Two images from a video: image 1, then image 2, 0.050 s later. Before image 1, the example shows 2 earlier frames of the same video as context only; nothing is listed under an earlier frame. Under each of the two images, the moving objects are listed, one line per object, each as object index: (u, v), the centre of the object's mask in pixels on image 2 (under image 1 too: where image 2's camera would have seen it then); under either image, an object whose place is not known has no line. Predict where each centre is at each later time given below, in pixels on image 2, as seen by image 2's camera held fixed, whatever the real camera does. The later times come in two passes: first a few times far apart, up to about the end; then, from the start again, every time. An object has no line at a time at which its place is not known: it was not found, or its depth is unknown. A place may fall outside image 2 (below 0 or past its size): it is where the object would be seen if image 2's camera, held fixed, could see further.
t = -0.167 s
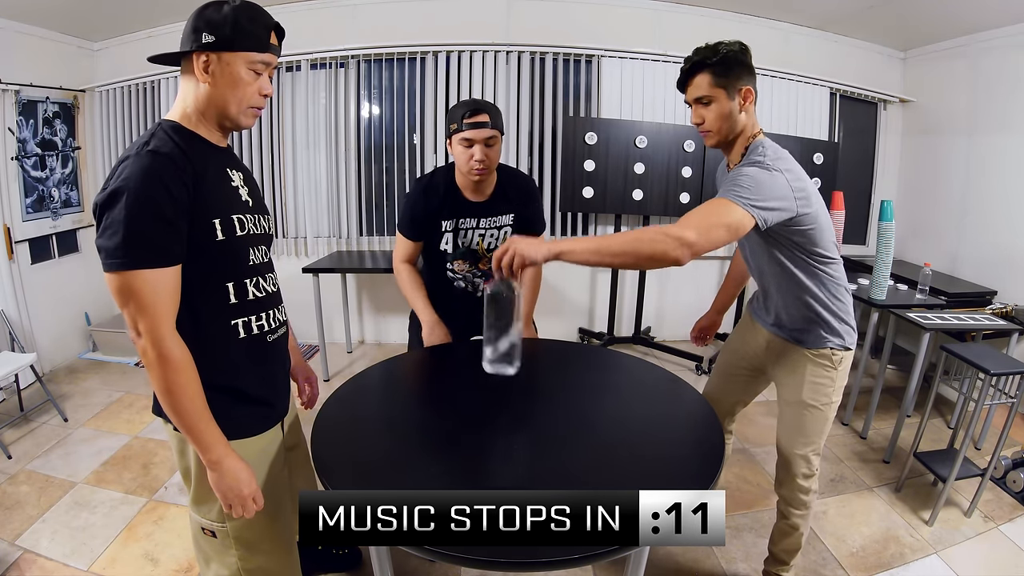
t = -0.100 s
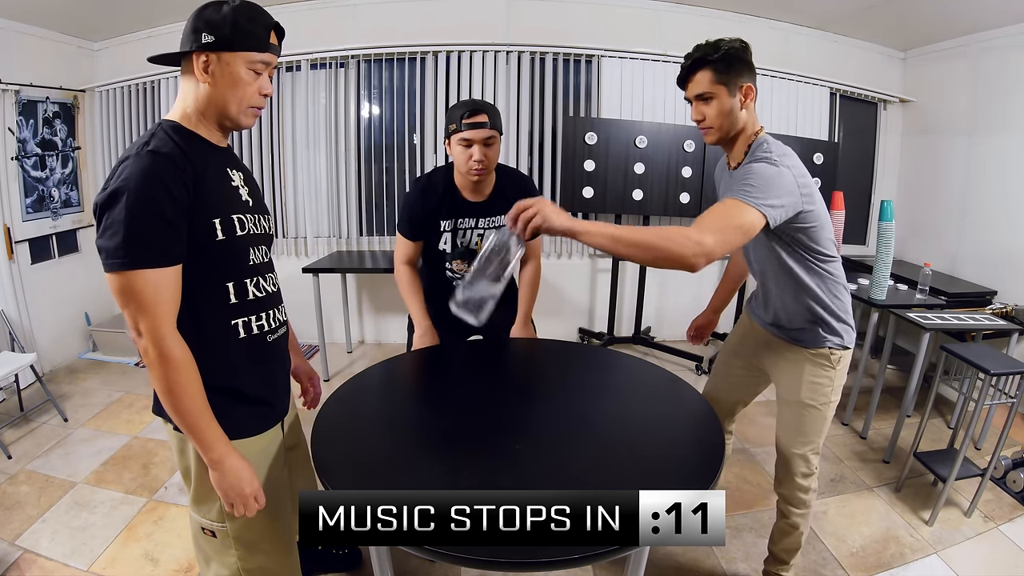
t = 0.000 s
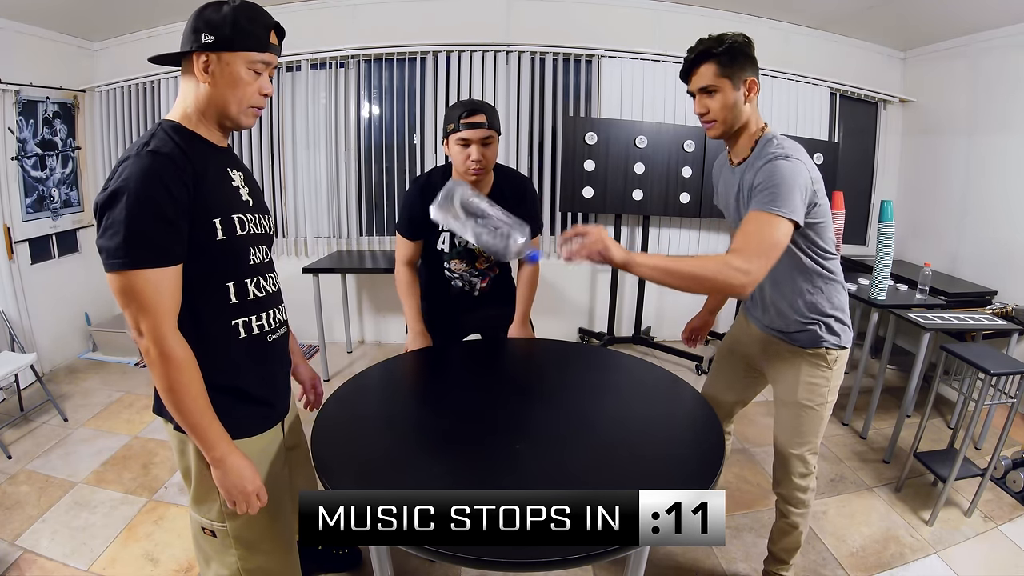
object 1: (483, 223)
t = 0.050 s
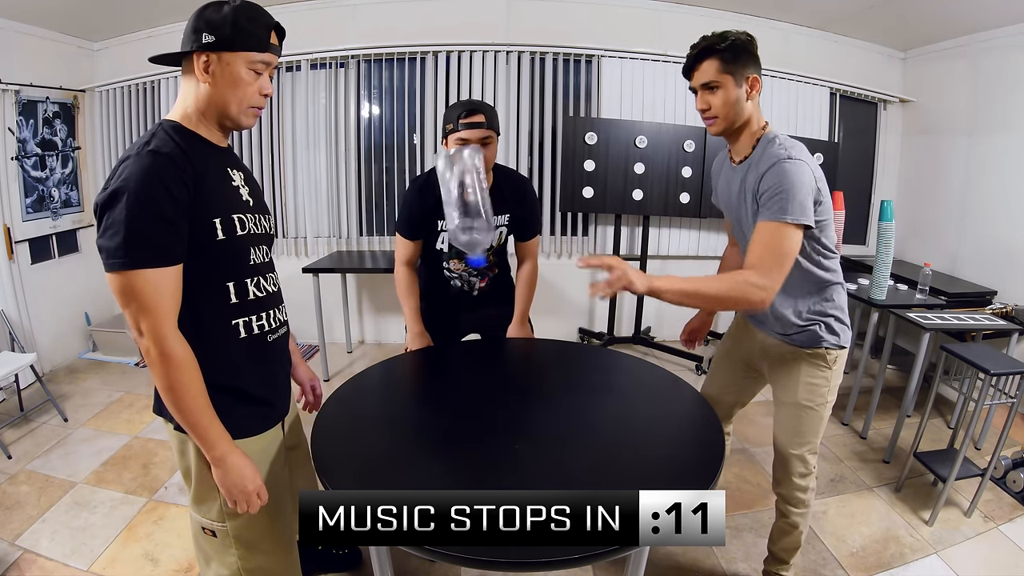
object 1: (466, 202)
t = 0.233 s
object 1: (443, 177)
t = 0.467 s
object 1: (443, 366)
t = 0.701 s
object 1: (445, 373)
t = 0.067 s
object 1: (461, 194)
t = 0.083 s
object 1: (457, 186)
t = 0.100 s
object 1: (453, 180)
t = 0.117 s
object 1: (450, 175)
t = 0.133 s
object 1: (448, 170)
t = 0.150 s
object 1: (446, 166)
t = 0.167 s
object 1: (446, 165)
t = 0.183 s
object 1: (445, 166)
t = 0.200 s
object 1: (444, 168)
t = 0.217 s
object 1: (443, 172)
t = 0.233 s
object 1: (443, 177)
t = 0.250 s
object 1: (442, 184)
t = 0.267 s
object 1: (442, 192)
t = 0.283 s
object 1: (443, 203)
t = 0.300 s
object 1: (443, 214)
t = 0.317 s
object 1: (443, 228)
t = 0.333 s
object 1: (444, 243)
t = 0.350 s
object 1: (444, 258)
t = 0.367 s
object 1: (445, 276)
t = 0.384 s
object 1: (445, 294)
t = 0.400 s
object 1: (445, 315)
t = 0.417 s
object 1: (446, 334)
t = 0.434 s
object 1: (446, 355)
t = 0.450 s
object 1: (446, 370)
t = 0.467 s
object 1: (443, 366)
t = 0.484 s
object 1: (443, 368)
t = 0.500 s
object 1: (445, 370)
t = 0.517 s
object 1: (446, 370)
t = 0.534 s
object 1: (447, 371)
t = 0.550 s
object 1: (447, 371)
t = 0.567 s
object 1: (447, 372)
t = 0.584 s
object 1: (446, 372)
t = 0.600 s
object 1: (445, 372)
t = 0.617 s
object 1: (444, 372)
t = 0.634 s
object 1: (443, 372)
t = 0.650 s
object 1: (443, 372)
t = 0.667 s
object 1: (443, 372)
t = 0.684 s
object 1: (444, 373)
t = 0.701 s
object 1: (445, 373)
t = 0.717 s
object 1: (445, 373)
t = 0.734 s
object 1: (445, 373)
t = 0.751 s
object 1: (445, 373)
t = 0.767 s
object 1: (445, 373)
